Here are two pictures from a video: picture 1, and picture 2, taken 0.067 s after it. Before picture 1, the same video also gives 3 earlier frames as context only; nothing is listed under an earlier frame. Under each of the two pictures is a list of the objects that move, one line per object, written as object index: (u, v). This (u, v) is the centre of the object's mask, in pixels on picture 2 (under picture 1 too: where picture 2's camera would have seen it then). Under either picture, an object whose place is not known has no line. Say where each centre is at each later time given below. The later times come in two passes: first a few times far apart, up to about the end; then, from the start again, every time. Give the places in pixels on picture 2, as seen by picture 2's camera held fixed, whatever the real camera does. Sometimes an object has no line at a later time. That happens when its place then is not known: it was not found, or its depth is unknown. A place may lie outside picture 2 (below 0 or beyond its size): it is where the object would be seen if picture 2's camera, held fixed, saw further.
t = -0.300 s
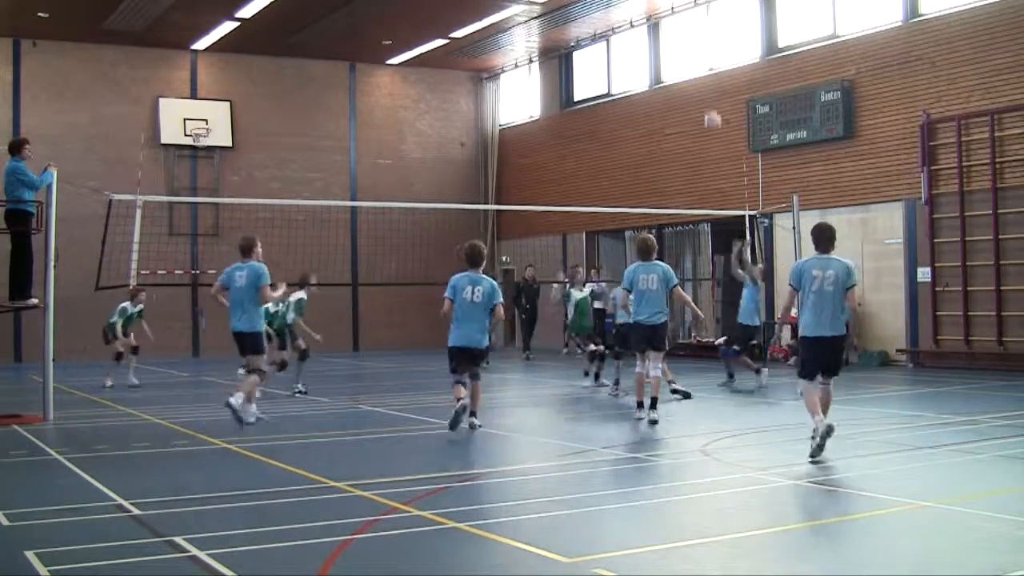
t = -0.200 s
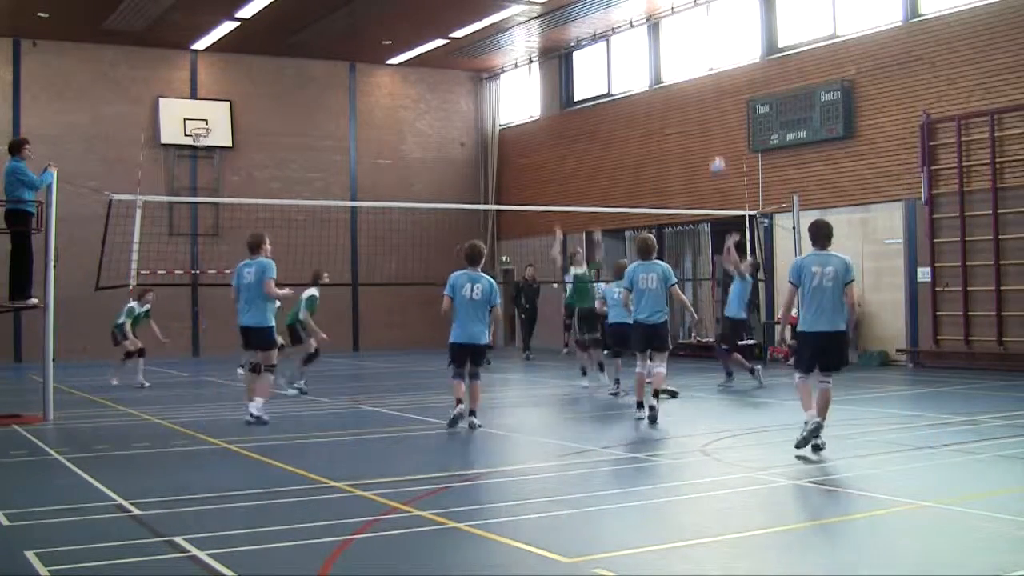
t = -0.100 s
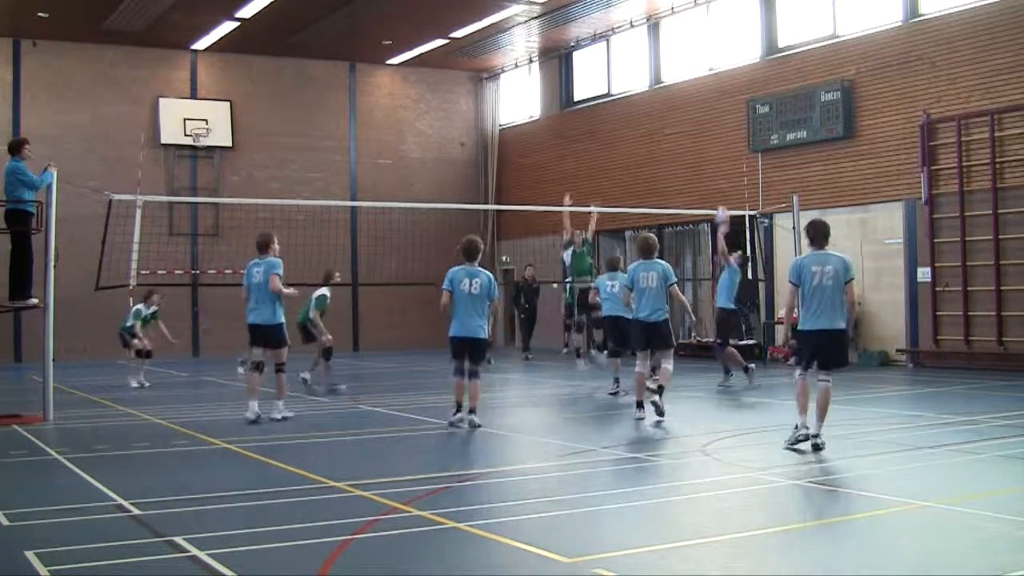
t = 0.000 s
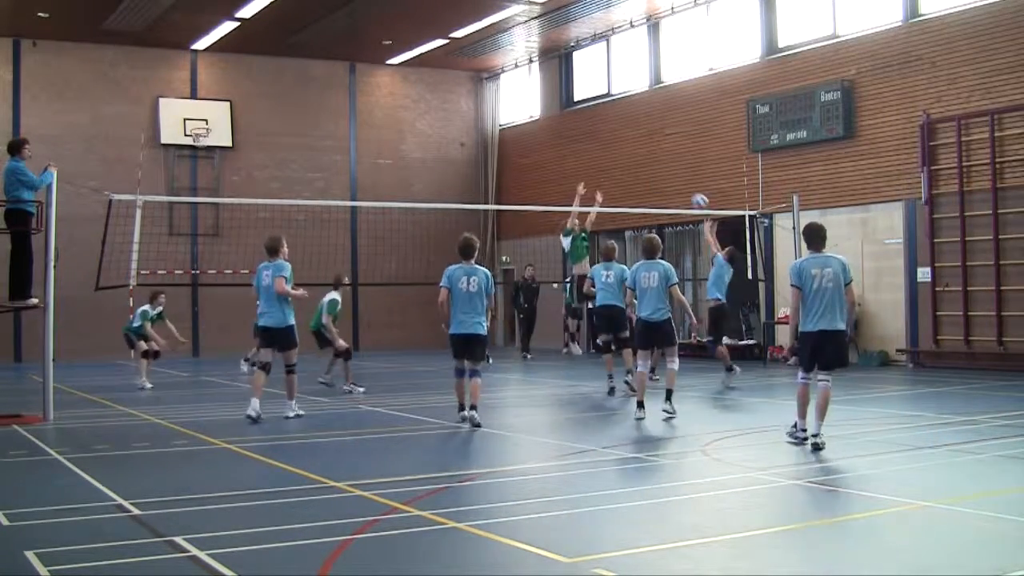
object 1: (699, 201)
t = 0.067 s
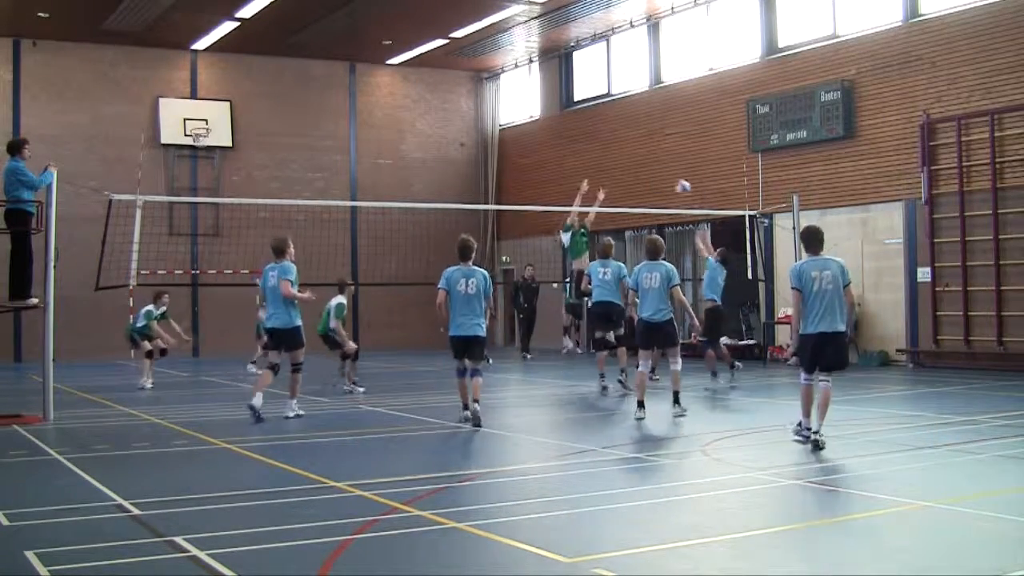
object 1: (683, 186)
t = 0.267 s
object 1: (635, 166)
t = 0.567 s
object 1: (574, 186)
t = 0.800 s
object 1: (534, 238)
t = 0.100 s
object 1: (674, 181)
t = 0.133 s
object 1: (666, 176)
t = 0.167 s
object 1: (657, 172)
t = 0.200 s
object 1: (650, 170)
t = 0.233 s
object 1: (643, 167)
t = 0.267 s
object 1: (635, 166)
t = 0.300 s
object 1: (628, 164)
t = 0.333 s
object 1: (621, 165)
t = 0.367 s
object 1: (614, 166)
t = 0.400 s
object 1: (607, 168)
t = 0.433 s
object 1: (603, 168)
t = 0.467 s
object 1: (594, 173)
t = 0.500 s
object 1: (587, 177)
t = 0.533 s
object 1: (581, 182)
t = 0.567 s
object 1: (574, 186)
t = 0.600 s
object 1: (569, 192)
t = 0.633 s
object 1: (562, 198)
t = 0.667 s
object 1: (557, 203)
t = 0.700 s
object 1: (550, 215)
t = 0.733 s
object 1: (544, 222)
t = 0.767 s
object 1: (539, 231)
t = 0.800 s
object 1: (534, 238)
